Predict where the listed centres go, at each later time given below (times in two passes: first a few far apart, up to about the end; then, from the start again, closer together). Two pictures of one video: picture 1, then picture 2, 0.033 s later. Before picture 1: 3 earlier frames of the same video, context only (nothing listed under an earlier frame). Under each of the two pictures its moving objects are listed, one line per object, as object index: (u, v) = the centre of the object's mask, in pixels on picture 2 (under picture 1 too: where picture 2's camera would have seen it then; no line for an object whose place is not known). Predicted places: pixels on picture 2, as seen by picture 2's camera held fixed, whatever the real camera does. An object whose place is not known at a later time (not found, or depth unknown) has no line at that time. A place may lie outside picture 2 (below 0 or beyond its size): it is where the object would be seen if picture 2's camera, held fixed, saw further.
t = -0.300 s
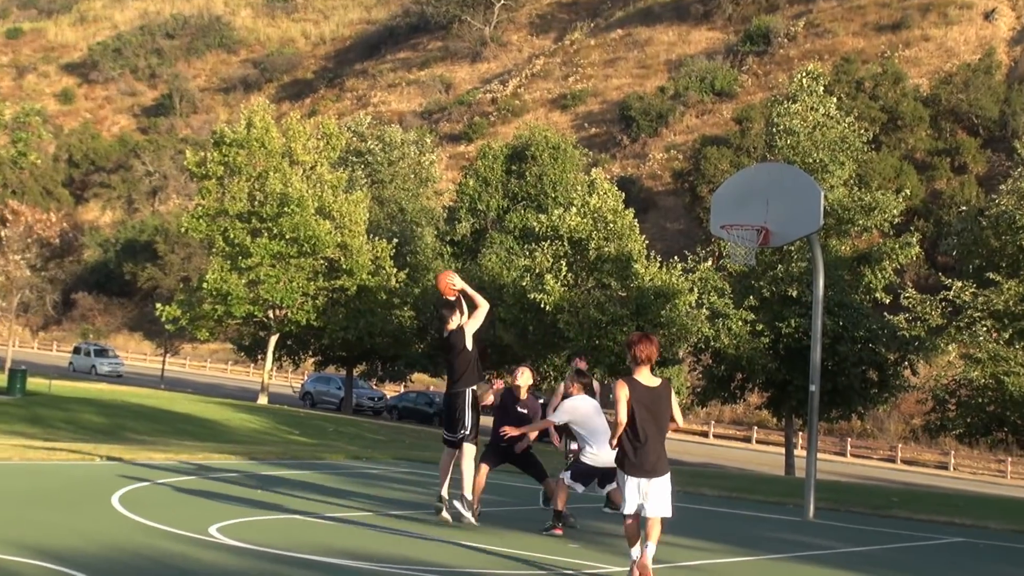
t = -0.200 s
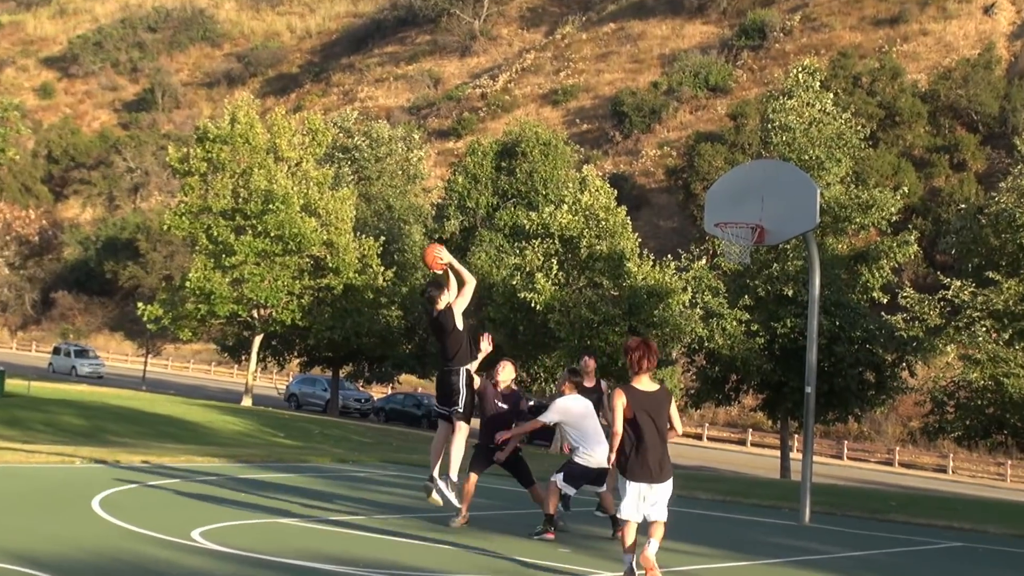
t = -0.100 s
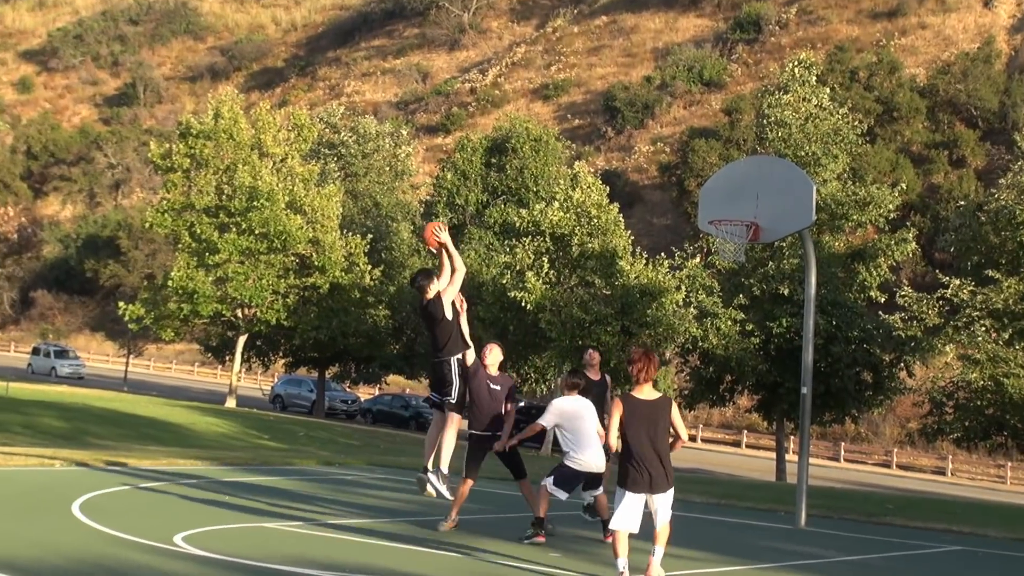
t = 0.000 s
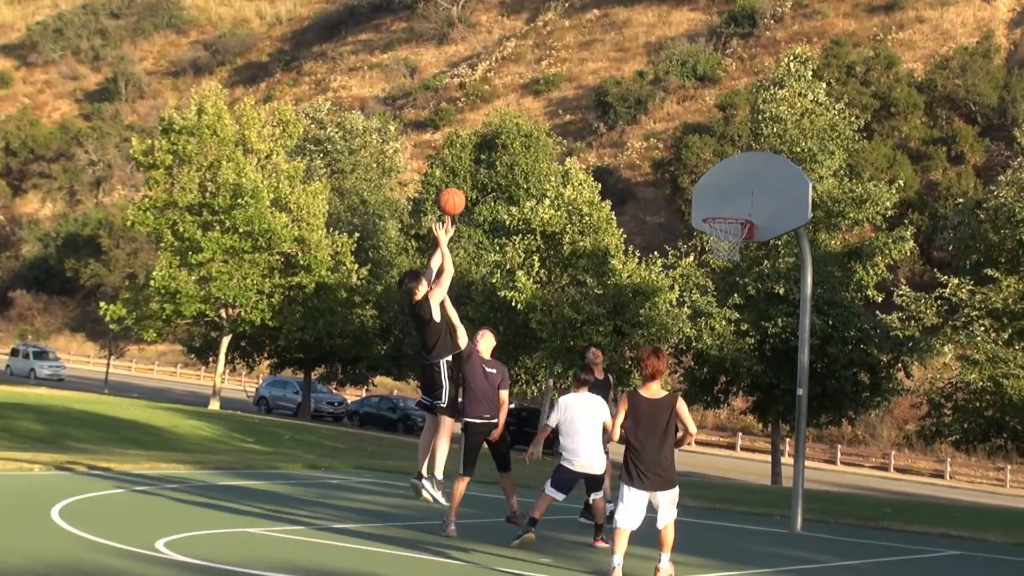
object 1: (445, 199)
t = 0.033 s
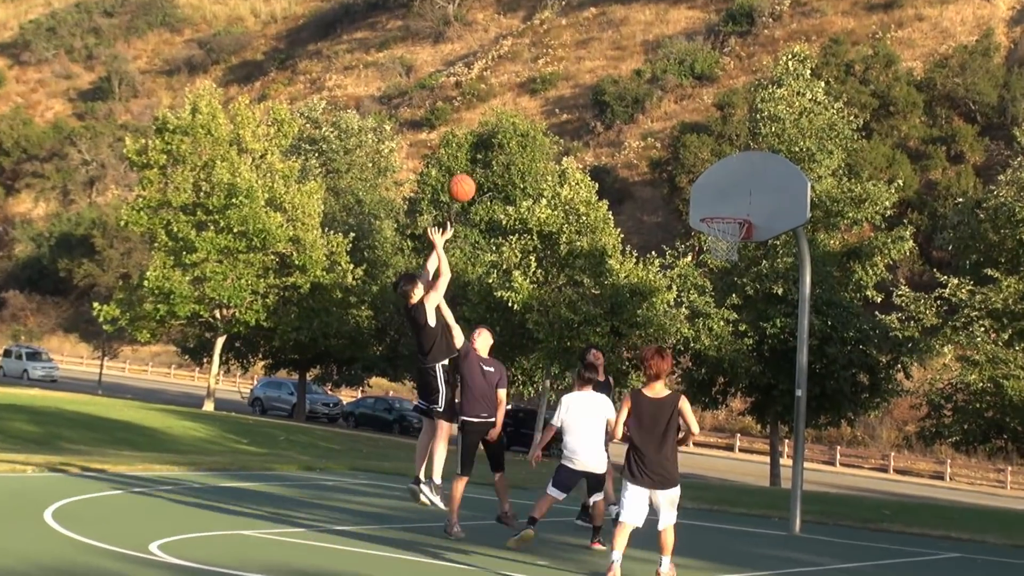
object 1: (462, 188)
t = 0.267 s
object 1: (555, 130)
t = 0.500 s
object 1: (636, 137)
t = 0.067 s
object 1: (478, 175)
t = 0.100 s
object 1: (492, 164)
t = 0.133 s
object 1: (505, 154)
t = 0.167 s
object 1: (518, 146)
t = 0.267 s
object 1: (555, 130)
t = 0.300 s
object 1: (567, 128)
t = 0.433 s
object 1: (614, 129)
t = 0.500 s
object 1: (636, 137)
